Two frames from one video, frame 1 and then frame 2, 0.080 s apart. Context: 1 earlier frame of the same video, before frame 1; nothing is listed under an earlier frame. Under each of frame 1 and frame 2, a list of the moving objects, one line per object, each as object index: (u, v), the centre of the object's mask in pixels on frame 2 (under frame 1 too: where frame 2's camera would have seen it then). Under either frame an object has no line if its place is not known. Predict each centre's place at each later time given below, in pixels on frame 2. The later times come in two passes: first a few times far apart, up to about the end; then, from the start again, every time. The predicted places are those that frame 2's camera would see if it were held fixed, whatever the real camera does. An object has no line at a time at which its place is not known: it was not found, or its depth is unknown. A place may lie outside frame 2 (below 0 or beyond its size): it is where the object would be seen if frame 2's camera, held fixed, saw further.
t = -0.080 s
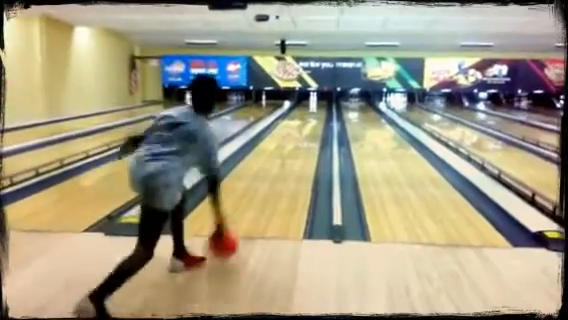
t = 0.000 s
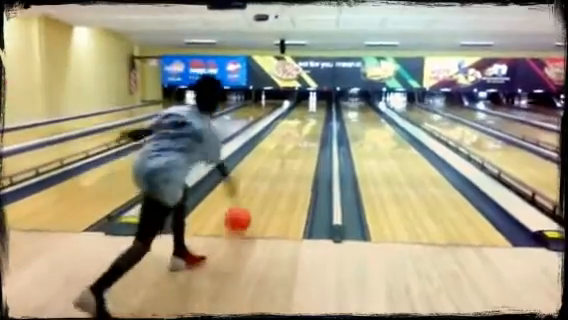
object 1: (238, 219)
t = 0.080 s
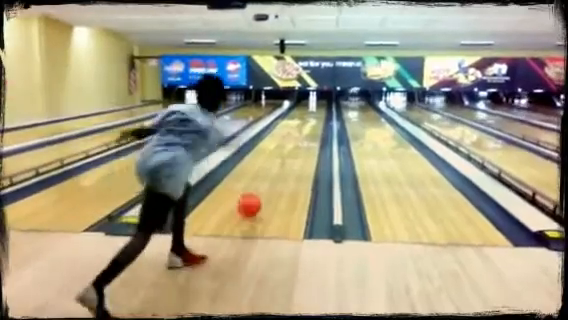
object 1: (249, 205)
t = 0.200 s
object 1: (262, 186)
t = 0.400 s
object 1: (277, 164)
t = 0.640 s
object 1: (288, 146)
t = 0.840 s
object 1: (295, 136)
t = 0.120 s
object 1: (254, 200)
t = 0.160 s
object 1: (258, 192)
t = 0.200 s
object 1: (262, 186)
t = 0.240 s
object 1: (266, 180)
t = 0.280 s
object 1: (268, 176)
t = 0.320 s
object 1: (271, 172)
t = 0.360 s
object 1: (275, 167)
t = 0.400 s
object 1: (277, 164)
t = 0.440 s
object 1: (279, 160)
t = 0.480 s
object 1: (281, 157)
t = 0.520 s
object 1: (283, 154)
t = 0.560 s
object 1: (284, 152)
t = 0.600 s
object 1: (286, 149)
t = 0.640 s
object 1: (288, 146)
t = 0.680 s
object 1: (289, 144)
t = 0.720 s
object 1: (291, 142)
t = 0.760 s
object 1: (292, 139)
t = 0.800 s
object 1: (294, 138)
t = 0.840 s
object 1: (295, 136)
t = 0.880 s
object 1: (296, 135)
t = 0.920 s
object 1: (297, 134)
